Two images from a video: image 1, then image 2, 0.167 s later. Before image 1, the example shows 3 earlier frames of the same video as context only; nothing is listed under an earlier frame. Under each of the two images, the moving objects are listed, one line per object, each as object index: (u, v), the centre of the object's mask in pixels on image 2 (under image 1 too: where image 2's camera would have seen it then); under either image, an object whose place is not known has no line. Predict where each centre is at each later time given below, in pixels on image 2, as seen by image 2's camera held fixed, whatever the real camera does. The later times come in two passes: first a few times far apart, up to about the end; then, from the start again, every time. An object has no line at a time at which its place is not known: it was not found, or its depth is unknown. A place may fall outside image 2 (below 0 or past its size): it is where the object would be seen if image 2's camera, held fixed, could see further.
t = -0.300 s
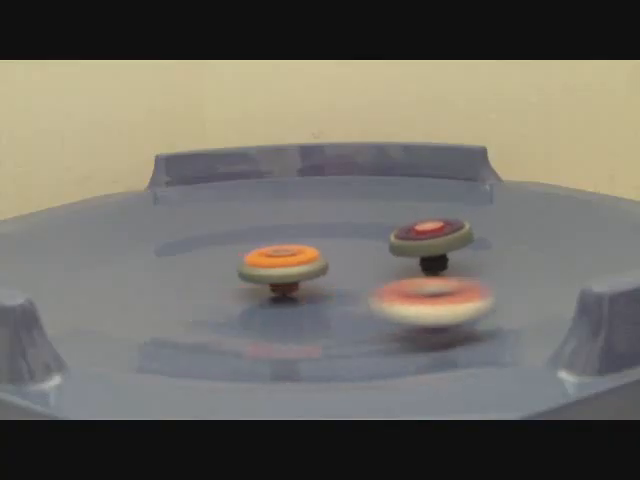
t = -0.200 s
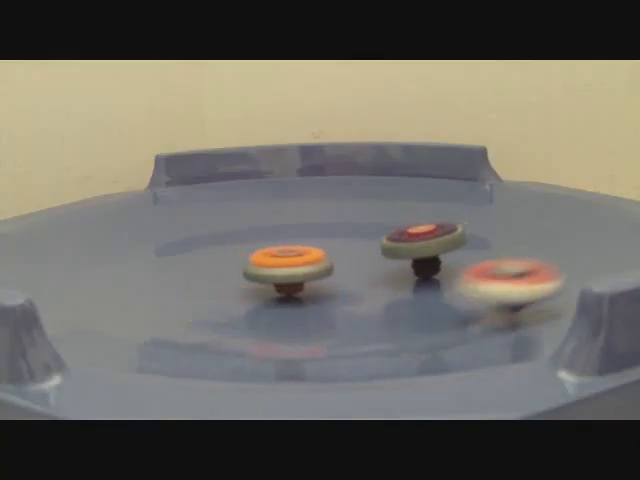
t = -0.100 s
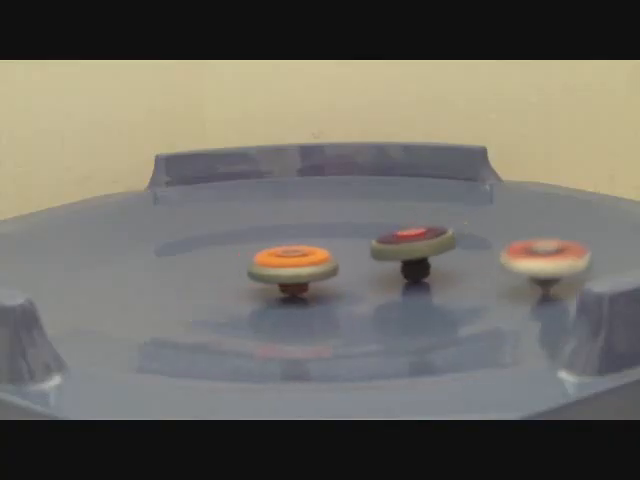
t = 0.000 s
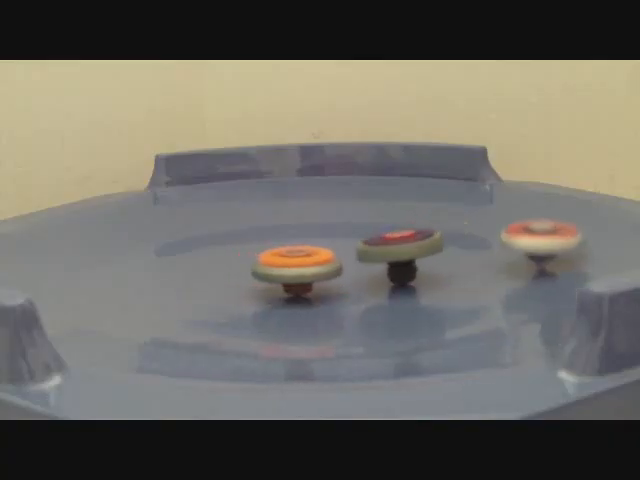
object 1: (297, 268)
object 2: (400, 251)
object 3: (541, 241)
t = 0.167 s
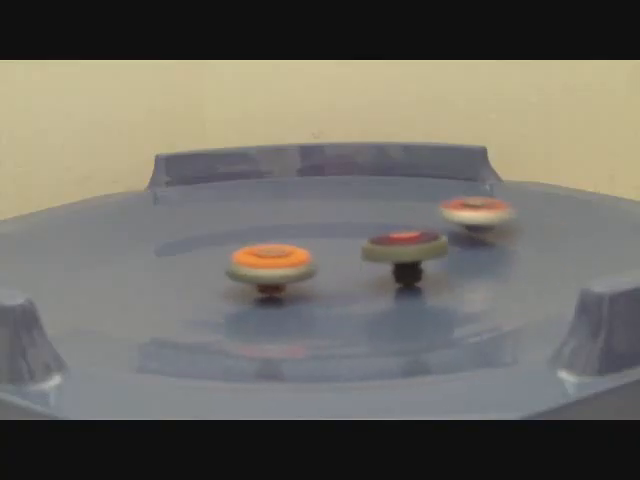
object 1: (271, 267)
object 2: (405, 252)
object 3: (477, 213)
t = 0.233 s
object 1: (258, 266)
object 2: (411, 252)
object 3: (438, 206)
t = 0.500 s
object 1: (259, 265)
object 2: (385, 253)
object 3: (255, 206)
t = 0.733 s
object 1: (268, 265)
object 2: (357, 252)
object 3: (112, 238)
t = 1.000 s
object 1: (267, 262)
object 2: (346, 248)
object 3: (99, 288)
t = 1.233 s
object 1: (267, 261)
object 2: (356, 244)
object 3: (308, 313)
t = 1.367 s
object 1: (277, 260)
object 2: (357, 242)
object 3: (446, 300)
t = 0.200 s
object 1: (263, 267)
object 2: (409, 252)
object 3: (458, 210)
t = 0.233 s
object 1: (258, 266)
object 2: (411, 252)
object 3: (438, 206)
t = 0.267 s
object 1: (255, 265)
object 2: (409, 253)
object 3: (417, 204)
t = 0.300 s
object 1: (254, 265)
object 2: (407, 253)
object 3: (394, 202)
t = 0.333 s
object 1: (254, 265)
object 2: (403, 253)
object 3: (371, 202)
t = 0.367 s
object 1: (254, 265)
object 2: (400, 253)
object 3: (348, 202)
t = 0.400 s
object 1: (255, 265)
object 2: (396, 253)
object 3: (325, 202)
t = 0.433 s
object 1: (256, 264)
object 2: (393, 253)
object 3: (302, 203)
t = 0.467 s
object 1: (258, 265)
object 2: (389, 253)
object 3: (279, 204)
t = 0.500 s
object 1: (259, 265)
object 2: (385, 253)
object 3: (255, 206)
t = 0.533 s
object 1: (261, 265)
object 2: (381, 253)
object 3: (231, 209)
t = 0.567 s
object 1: (262, 265)
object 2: (377, 253)
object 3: (209, 216)
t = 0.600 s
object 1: (263, 265)
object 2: (373, 253)
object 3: (187, 220)
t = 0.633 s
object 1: (265, 265)
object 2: (369, 253)
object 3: (169, 224)
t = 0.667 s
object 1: (266, 265)
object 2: (365, 253)
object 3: (148, 228)
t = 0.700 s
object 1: (267, 265)
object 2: (361, 252)
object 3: (130, 234)
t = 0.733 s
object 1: (268, 265)
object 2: (357, 252)
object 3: (112, 238)
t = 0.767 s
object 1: (270, 264)
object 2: (353, 252)
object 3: (101, 241)
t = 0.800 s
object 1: (269, 264)
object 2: (351, 251)
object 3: (90, 248)
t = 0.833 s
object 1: (267, 264)
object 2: (353, 251)
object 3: (82, 255)
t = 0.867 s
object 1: (266, 263)
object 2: (353, 250)
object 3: (78, 261)
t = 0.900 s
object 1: (265, 263)
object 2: (351, 250)
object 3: (77, 268)
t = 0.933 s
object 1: (265, 263)
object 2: (349, 249)
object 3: (80, 275)
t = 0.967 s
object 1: (266, 262)
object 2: (347, 249)
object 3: (87, 281)
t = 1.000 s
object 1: (267, 262)
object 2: (346, 248)
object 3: (99, 288)
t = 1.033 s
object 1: (266, 262)
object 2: (347, 247)
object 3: (117, 295)
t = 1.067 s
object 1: (264, 262)
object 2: (351, 247)
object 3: (138, 301)
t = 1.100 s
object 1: (264, 262)
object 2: (354, 246)
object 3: (164, 307)
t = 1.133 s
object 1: (264, 262)
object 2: (355, 245)
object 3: (198, 312)
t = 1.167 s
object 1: (265, 261)
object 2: (356, 245)
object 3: (237, 320)
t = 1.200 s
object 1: (266, 261)
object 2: (356, 244)
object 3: (270, 323)
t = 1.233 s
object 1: (267, 261)
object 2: (356, 244)
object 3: (308, 313)
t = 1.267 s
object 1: (270, 260)
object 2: (357, 243)
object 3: (344, 312)
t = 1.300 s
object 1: (272, 260)
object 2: (357, 243)
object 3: (380, 310)
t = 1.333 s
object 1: (274, 260)
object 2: (357, 242)
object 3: (415, 306)
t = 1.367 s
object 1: (277, 260)
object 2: (357, 242)
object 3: (446, 300)
